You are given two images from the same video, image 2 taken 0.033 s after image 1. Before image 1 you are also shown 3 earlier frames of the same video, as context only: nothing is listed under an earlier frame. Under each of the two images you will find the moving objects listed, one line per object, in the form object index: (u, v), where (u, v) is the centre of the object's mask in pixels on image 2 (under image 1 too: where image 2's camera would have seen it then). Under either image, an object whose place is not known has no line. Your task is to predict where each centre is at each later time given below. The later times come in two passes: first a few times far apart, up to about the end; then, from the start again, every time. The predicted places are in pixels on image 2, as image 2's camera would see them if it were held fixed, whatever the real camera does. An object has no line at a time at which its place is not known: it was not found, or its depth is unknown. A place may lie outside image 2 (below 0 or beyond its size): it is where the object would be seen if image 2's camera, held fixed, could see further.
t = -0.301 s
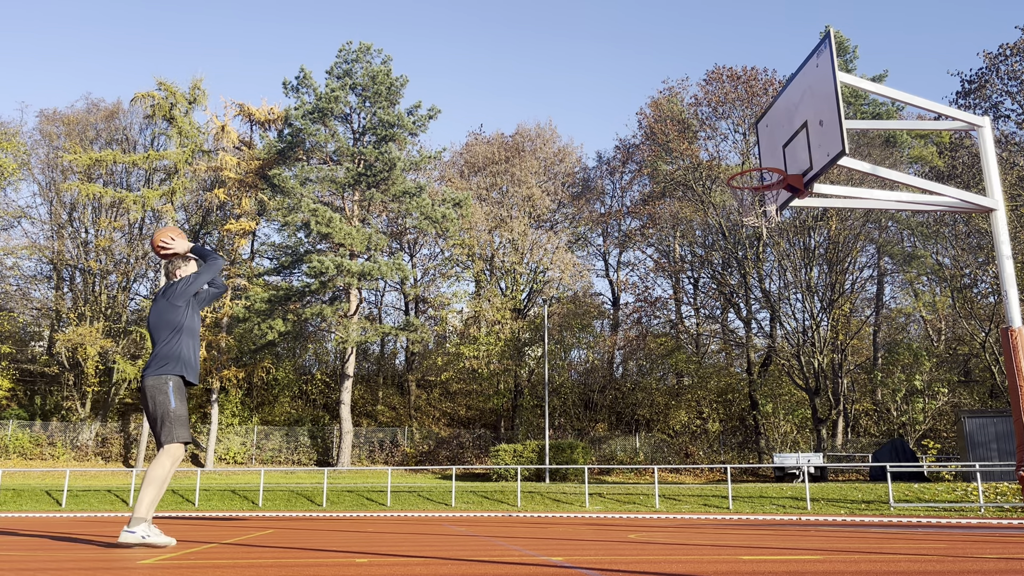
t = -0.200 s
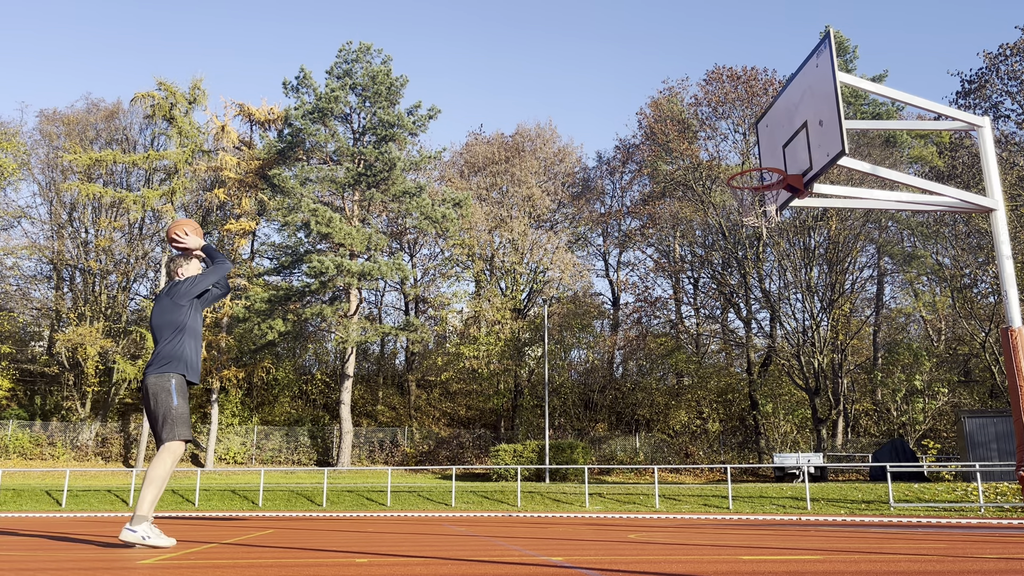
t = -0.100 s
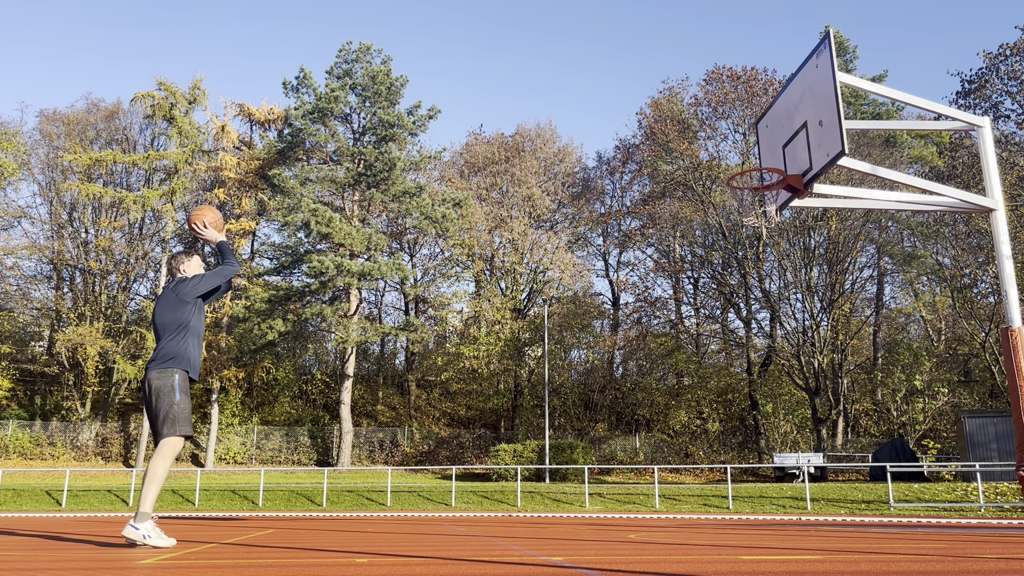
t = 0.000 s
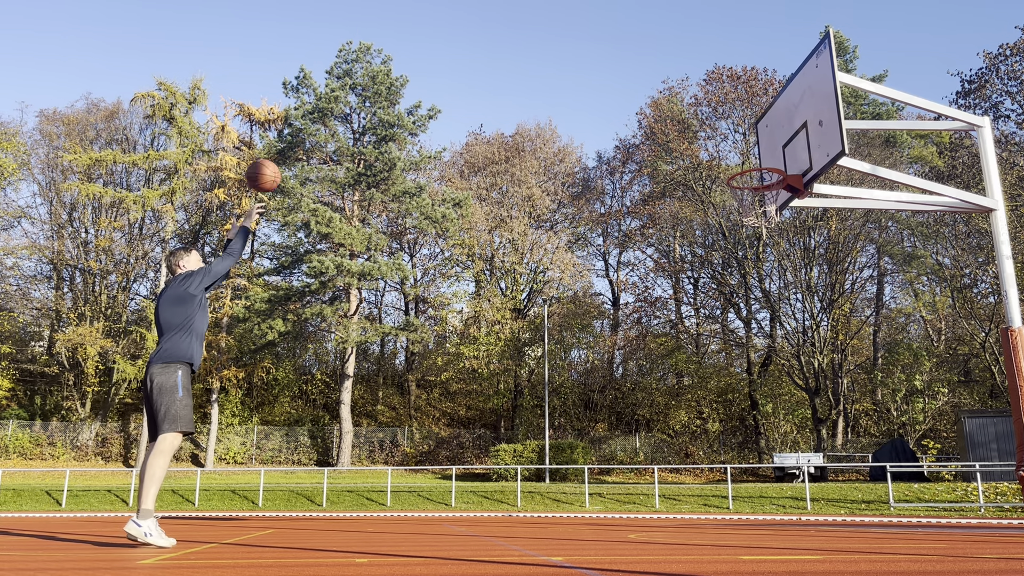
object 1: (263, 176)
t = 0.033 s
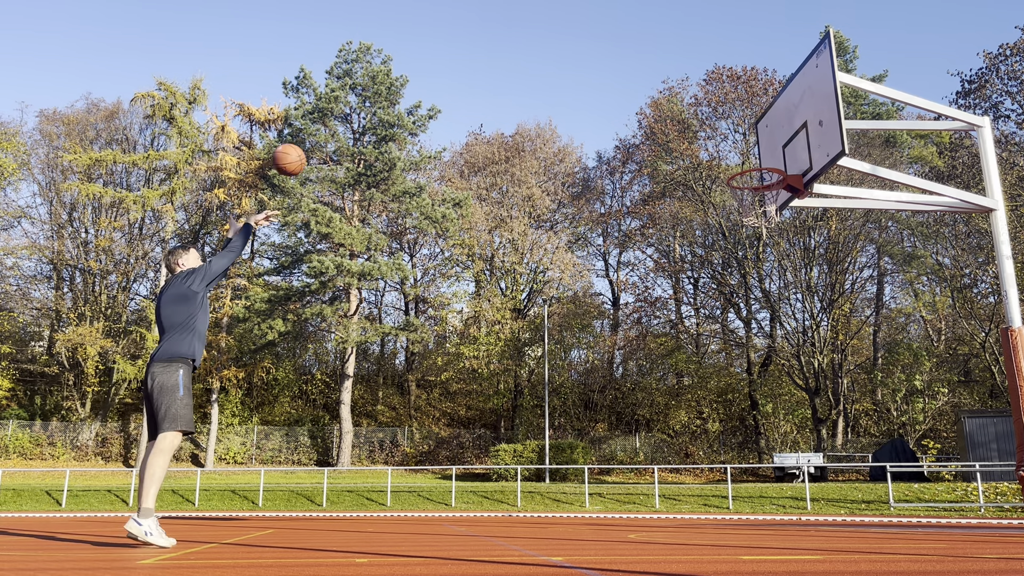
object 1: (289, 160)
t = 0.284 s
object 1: (458, 93)
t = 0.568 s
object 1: (620, 108)
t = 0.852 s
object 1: (737, 151)
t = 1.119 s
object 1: (776, 137)
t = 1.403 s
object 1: (754, 176)
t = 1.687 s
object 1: (771, 183)
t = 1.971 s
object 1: (759, 217)
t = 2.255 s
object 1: (748, 216)
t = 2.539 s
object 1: (772, 254)
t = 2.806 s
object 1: (805, 383)
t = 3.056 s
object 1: (831, 482)
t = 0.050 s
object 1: (301, 153)
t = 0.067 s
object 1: (314, 146)
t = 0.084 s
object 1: (325, 139)
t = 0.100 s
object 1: (337, 133)
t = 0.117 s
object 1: (349, 128)
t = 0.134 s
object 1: (361, 123)
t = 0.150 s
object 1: (372, 118)
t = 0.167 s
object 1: (384, 114)
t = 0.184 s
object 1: (395, 110)
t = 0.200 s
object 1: (406, 106)
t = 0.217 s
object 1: (416, 103)
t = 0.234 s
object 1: (427, 100)
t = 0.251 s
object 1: (437, 97)
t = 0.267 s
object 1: (448, 95)
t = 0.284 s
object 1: (458, 93)
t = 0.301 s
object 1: (469, 91)
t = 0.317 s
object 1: (479, 90)
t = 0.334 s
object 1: (489, 89)
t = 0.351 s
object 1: (499, 88)
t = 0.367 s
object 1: (509, 88)
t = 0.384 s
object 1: (518, 88)
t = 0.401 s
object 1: (528, 88)
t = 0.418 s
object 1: (537, 89)
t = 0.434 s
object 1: (547, 90)
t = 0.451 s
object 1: (556, 91)
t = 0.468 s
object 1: (566, 92)
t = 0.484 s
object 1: (575, 94)
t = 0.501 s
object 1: (584, 96)
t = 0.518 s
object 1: (593, 99)
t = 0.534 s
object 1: (602, 101)
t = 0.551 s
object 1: (611, 104)
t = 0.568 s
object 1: (620, 108)
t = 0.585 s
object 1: (629, 111)
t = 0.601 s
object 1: (638, 115)
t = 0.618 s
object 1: (647, 119)
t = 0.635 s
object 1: (656, 123)
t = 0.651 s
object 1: (665, 127)
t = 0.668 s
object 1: (673, 132)
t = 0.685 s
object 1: (682, 137)
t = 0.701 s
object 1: (691, 142)
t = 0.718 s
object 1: (699, 148)
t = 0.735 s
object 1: (708, 154)
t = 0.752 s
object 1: (716, 160)
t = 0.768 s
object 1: (724, 166)
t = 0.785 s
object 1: (728, 165)
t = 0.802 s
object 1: (730, 161)
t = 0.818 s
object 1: (732, 157)
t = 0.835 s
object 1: (735, 154)
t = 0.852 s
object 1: (737, 151)
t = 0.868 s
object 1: (740, 148)
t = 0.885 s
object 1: (742, 145)
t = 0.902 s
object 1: (744, 142)
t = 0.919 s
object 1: (746, 140)
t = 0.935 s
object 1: (749, 138)
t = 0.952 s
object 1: (751, 137)
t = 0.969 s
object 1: (754, 135)
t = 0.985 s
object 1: (756, 134)
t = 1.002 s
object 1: (758, 134)
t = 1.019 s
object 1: (761, 134)
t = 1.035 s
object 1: (763, 133)
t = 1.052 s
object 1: (765, 133)
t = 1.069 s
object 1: (768, 134)
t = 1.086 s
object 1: (770, 135)
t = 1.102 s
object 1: (772, 135)
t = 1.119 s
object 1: (776, 137)
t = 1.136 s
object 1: (778, 139)
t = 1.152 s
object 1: (778, 139)
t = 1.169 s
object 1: (776, 140)
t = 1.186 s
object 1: (774, 141)
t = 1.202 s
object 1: (772, 142)
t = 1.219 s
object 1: (771, 143)
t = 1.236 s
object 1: (769, 145)
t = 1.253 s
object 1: (768, 146)
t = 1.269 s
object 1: (766, 149)
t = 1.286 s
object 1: (764, 151)
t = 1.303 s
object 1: (762, 154)
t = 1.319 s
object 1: (762, 156)
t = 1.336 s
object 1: (760, 158)
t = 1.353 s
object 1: (757, 160)
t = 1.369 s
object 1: (755, 165)
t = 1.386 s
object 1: (755, 172)
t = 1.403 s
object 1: (754, 176)
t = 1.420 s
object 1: (752, 176)
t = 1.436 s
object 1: (752, 176)
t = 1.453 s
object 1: (750, 175)
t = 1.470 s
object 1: (749, 176)
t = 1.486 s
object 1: (748, 176)
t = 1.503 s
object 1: (747, 176)
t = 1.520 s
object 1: (746, 177)
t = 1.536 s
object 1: (746, 177)
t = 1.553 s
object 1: (747, 177)
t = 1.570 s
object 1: (751, 177)
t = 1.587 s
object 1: (754, 177)
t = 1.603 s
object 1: (757, 178)
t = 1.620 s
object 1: (760, 178)
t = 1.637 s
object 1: (761, 180)
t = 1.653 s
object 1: (765, 181)
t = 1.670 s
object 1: (768, 182)
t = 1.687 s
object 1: (771, 183)
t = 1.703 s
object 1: (773, 185)
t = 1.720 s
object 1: (774, 187)
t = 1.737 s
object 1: (774, 189)
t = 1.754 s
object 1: (773, 192)
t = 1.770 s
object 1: (773, 196)
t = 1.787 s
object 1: (774, 197)
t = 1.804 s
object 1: (775, 205)
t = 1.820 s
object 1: (774, 207)
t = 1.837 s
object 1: (774, 212)
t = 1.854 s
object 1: (771, 210)
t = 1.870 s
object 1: (770, 212)
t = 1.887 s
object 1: (767, 210)
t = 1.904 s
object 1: (767, 215)
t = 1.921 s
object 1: (765, 217)
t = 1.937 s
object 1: (763, 217)
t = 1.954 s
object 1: (759, 211)
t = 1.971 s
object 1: (759, 217)
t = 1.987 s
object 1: (757, 218)
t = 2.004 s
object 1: (755, 218)
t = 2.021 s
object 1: (753, 218)
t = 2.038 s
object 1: (753, 218)
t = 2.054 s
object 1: (749, 214)
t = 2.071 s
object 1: (750, 219)
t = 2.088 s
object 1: (750, 218)
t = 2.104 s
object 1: (748, 218)
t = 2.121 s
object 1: (747, 218)
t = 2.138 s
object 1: (746, 218)
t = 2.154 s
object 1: (745, 217)
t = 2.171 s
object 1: (745, 217)
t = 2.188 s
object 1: (744, 216)
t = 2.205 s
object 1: (745, 216)
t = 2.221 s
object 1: (744, 216)
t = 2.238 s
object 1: (747, 217)
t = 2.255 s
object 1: (748, 216)
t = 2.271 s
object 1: (749, 216)
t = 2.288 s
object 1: (749, 217)
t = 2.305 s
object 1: (751, 216)
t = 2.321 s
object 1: (752, 217)
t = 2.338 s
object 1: (754, 217)
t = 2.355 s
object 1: (755, 218)
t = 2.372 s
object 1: (756, 219)
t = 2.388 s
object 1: (757, 220)
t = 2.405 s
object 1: (759, 223)
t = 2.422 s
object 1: (760, 225)
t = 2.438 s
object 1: (761, 228)
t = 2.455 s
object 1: (763, 232)
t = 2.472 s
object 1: (764, 236)
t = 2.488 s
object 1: (766, 240)
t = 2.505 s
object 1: (768, 244)
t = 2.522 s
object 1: (770, 249)
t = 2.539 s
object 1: (772, 254)
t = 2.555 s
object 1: (774, 259)
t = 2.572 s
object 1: (775, 265)
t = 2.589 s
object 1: (777, 271)
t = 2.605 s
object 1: (779, 278)
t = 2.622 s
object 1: (781, 284)
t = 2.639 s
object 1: (783, 291)
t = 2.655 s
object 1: (785, 299)
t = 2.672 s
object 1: (787, 307)
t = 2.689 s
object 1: (789, 315)
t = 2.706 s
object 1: (791, 323)
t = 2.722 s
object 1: (793, 332)
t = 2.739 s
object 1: (795, 342)
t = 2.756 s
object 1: (797, 352)
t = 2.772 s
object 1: (800, 362)
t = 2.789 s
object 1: (802, 373)
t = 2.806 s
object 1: (805, 383)
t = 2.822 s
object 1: (807, 394)
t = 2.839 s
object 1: (809, 406)
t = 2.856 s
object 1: (811, 418)
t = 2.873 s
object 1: (814, 430)
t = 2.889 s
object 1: (816, 443)
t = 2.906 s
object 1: (819, 456)
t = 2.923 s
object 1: (821, 470)
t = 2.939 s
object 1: (825, 485)
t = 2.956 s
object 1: (827, 499)
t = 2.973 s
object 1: (829, 514)
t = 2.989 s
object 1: (831, 522)
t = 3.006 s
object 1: (831, 512)
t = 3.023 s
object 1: (831, 502)
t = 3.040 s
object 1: (831, 492)
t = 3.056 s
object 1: (831, 482)
